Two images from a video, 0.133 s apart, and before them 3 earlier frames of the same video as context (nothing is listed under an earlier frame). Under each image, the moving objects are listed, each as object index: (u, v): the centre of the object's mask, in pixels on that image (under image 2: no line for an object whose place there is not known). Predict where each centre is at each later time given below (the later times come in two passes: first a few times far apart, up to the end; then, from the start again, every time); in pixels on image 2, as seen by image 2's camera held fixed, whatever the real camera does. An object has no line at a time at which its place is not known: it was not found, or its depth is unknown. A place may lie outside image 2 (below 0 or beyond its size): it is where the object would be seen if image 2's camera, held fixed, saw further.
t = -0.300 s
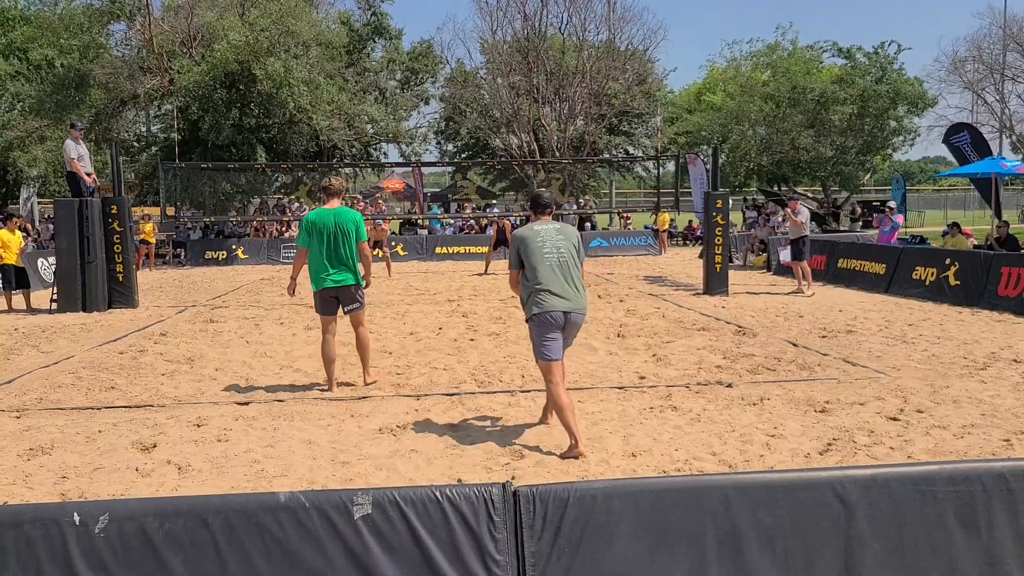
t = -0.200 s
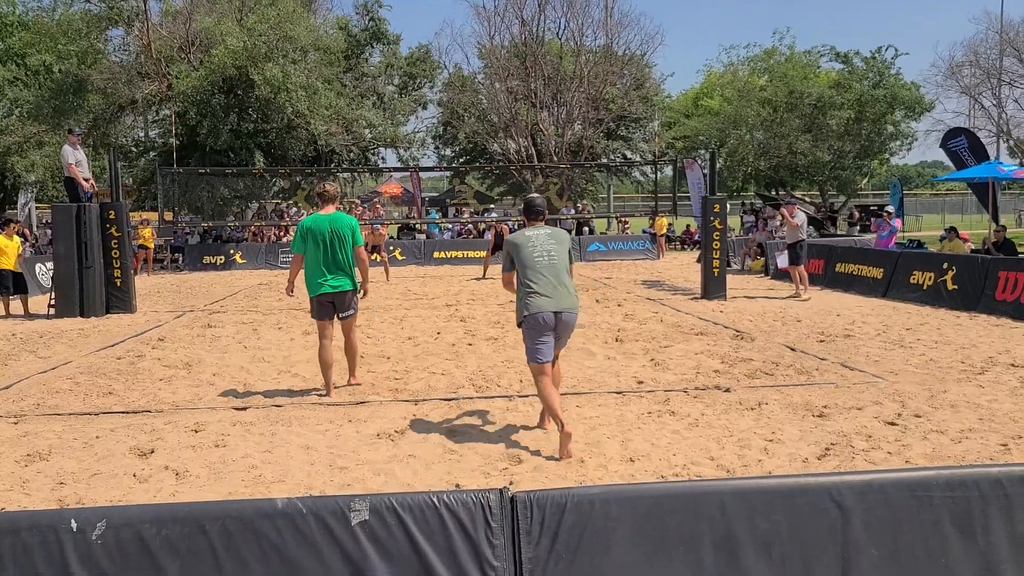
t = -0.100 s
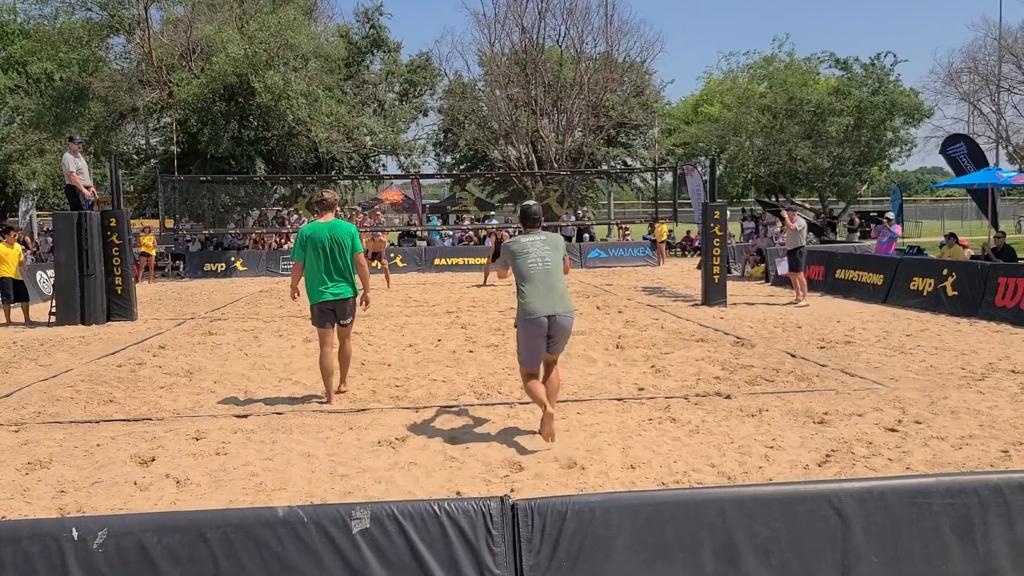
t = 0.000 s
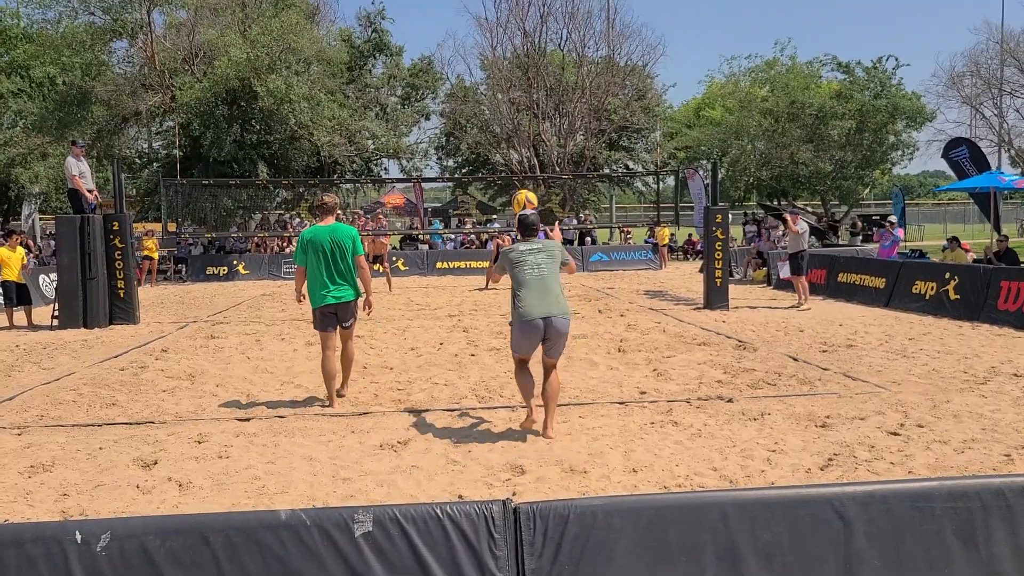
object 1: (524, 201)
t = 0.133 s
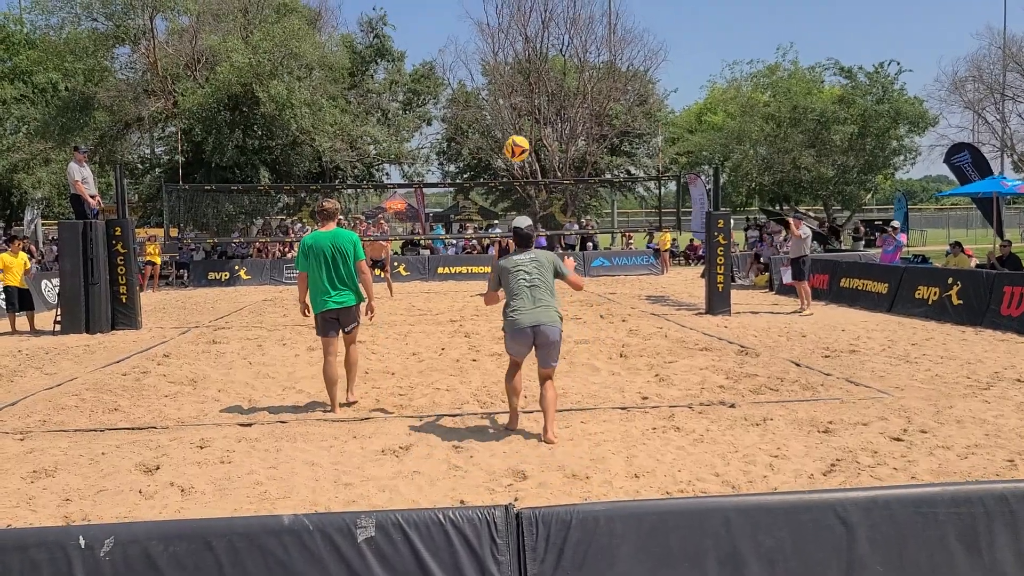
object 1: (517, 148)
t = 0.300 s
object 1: (506, 104)
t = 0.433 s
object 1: (498, 94)
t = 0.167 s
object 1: (514, 137)
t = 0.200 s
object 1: (512, 126)
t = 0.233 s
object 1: (510, 118)
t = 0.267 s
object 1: (508, 110)
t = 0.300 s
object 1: (506, 104)
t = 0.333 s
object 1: (504, 100)
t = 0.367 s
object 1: (502, 96)
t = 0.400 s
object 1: (500, 94)
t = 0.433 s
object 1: (498, 94)
